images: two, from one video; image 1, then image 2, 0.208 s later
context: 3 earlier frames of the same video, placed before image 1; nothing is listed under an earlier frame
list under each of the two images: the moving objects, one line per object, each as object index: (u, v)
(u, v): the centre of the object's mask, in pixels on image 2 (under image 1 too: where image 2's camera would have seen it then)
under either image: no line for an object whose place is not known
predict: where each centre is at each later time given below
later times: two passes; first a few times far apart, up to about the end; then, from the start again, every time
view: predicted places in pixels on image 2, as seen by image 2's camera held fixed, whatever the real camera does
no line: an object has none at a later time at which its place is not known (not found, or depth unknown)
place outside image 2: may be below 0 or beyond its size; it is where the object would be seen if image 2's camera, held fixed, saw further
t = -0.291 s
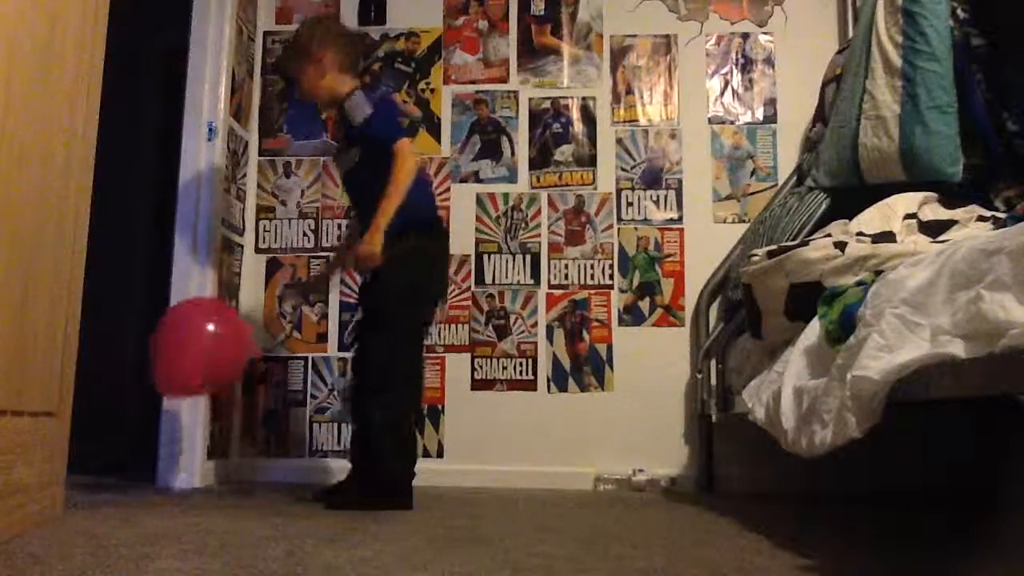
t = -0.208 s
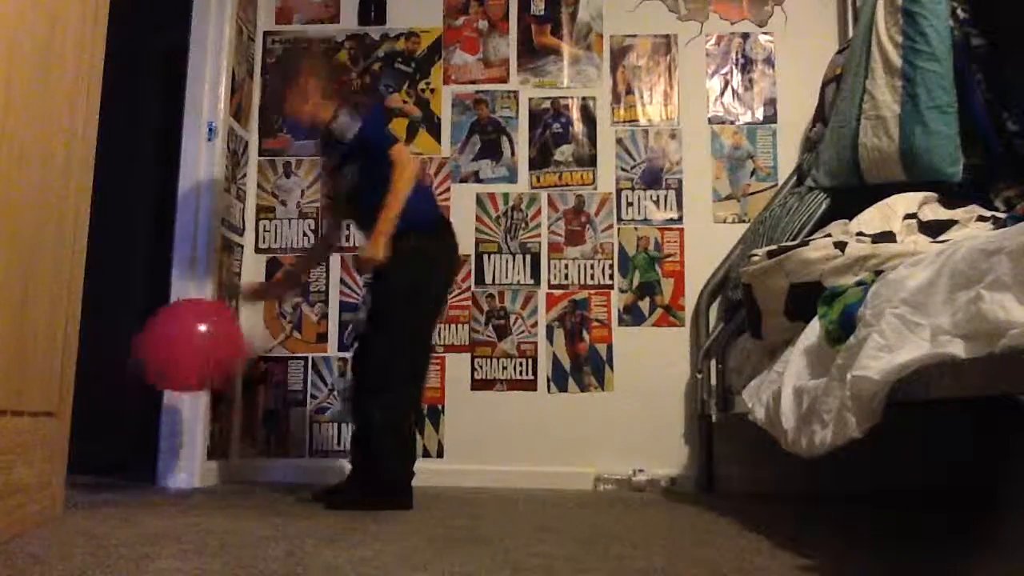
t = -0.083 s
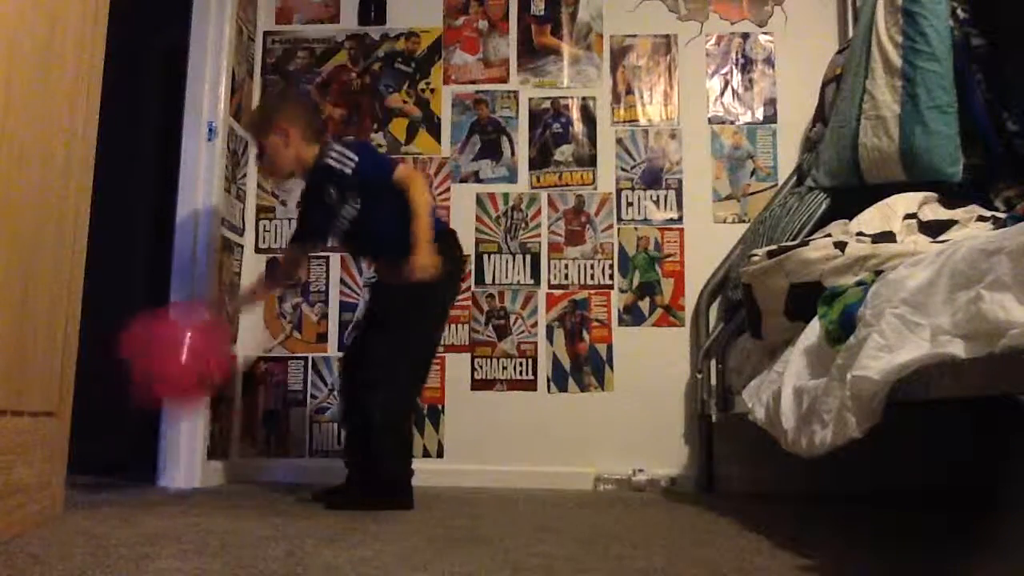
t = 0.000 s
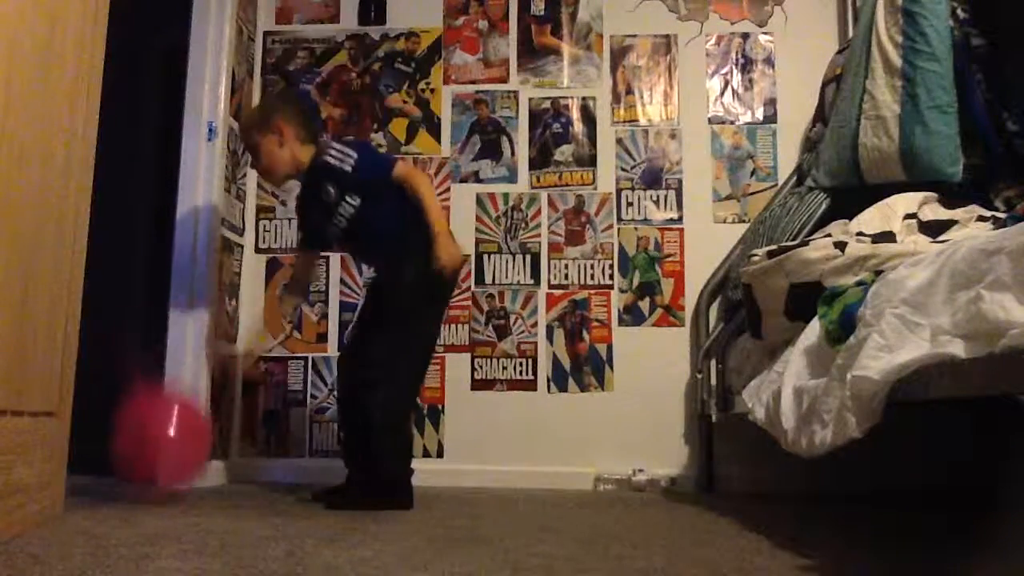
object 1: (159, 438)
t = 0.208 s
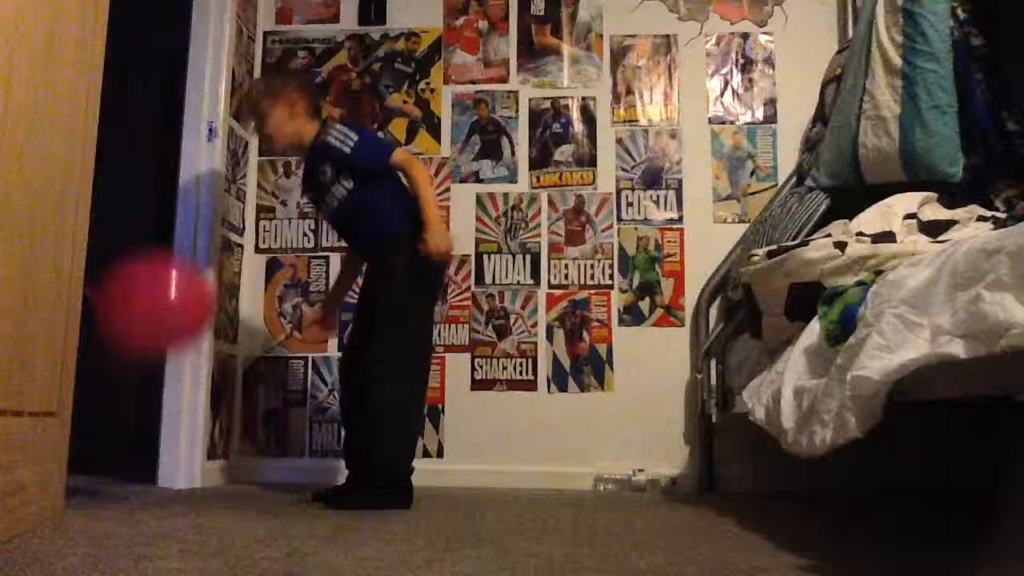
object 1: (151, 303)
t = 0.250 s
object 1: (150, 278)
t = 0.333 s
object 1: (154, 230)
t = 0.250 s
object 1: (150, 278)
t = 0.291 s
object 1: (153, 253)
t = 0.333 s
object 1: (154, 230)
